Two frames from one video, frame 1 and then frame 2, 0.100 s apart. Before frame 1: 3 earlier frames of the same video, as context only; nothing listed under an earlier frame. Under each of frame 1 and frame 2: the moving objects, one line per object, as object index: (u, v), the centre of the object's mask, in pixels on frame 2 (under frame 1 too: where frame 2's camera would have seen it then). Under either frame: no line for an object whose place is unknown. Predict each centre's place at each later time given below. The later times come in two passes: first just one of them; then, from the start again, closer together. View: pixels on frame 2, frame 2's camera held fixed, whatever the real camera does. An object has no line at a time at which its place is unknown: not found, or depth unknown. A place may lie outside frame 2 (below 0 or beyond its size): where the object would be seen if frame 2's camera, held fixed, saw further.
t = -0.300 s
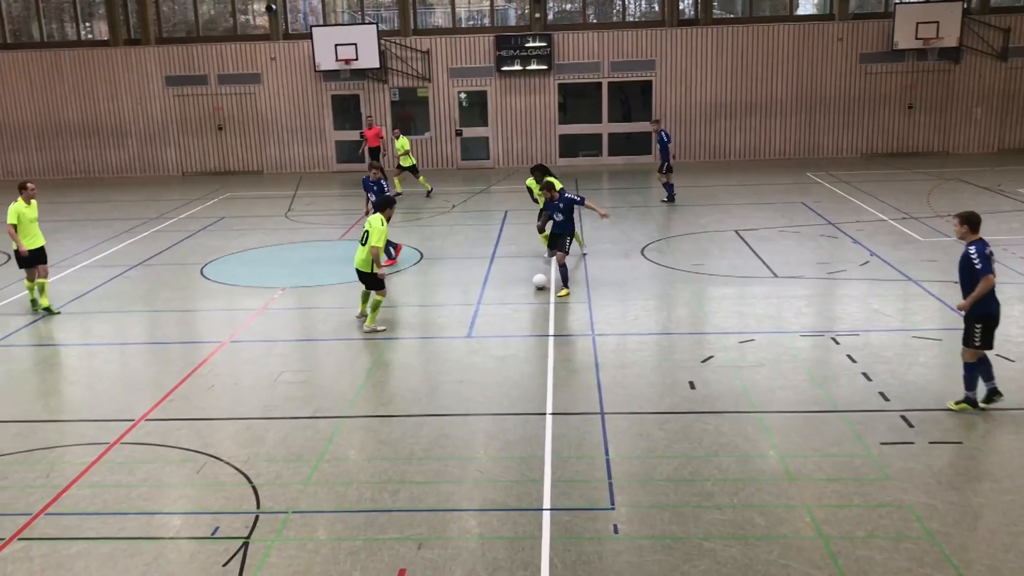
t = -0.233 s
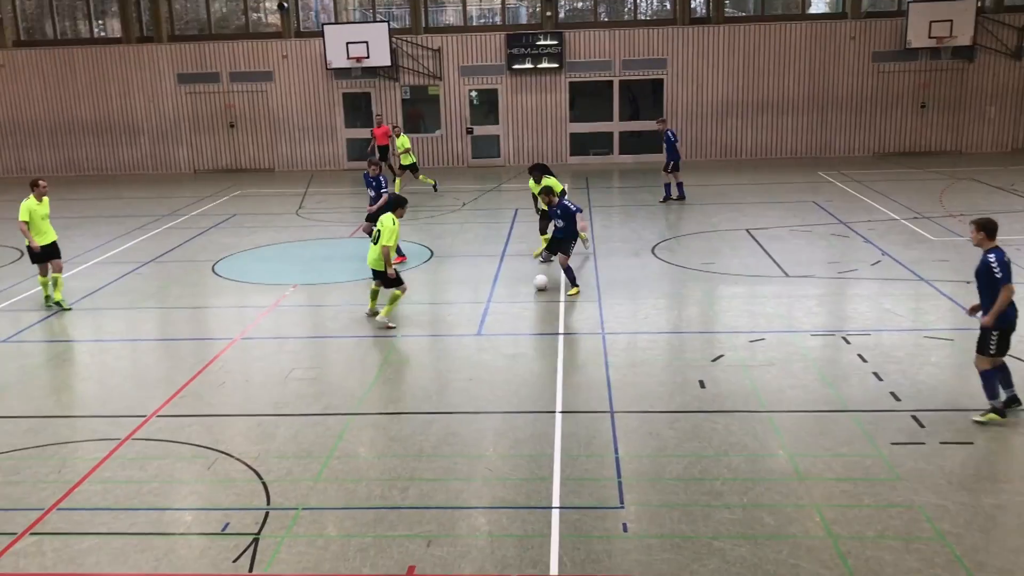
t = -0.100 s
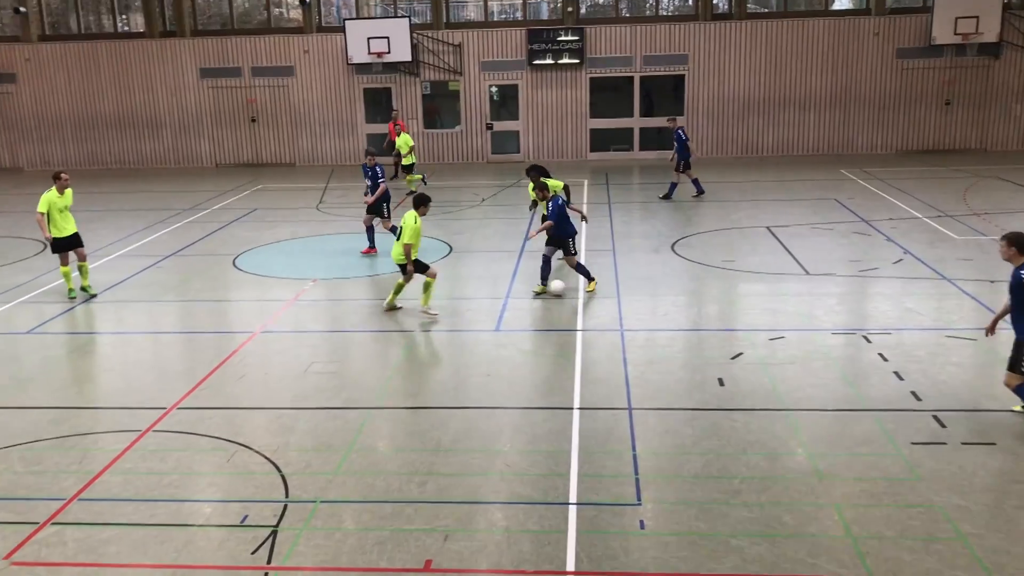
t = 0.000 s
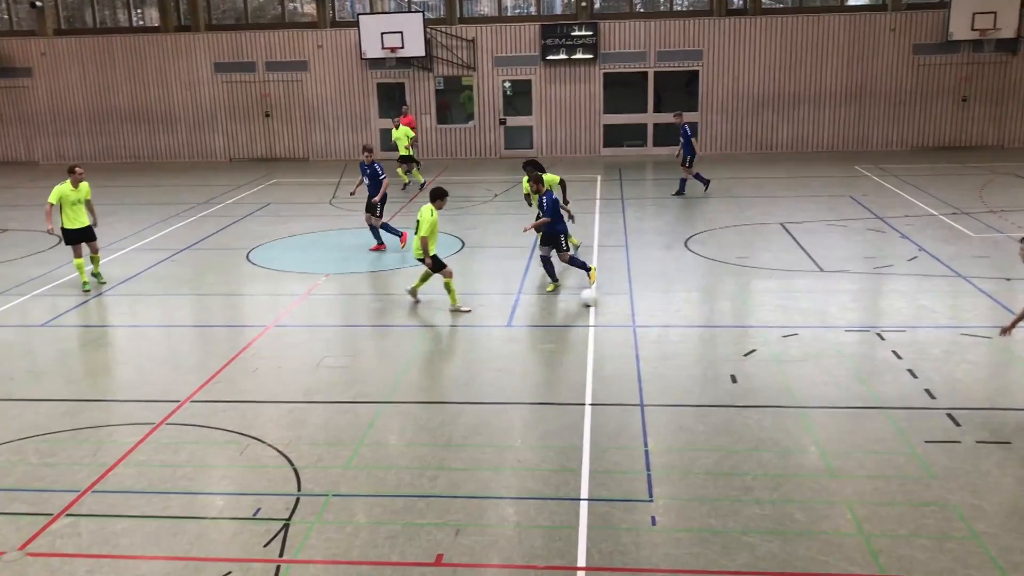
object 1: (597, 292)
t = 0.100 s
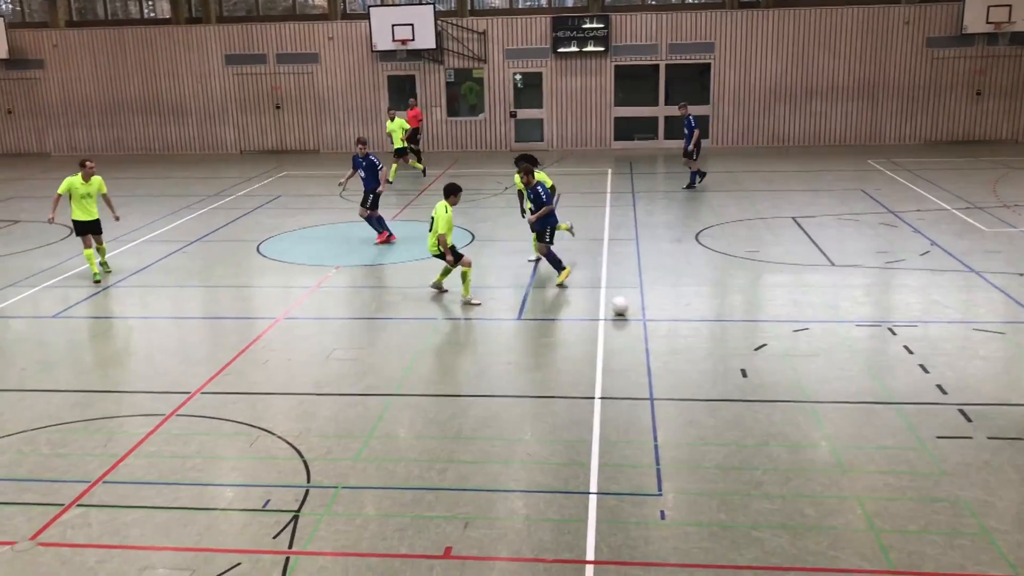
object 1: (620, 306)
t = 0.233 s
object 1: (647, 325)
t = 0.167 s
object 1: (634, 316)
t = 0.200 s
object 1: (640, 320)
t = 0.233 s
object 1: (647, 325)
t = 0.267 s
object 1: (654, 331)
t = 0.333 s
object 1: (667, 341)
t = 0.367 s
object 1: (674, 346)
